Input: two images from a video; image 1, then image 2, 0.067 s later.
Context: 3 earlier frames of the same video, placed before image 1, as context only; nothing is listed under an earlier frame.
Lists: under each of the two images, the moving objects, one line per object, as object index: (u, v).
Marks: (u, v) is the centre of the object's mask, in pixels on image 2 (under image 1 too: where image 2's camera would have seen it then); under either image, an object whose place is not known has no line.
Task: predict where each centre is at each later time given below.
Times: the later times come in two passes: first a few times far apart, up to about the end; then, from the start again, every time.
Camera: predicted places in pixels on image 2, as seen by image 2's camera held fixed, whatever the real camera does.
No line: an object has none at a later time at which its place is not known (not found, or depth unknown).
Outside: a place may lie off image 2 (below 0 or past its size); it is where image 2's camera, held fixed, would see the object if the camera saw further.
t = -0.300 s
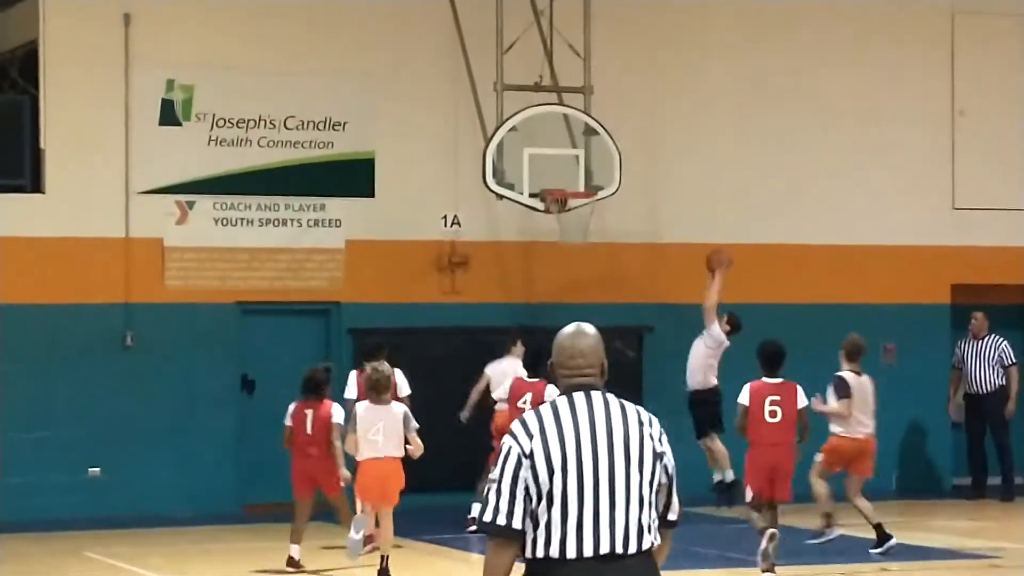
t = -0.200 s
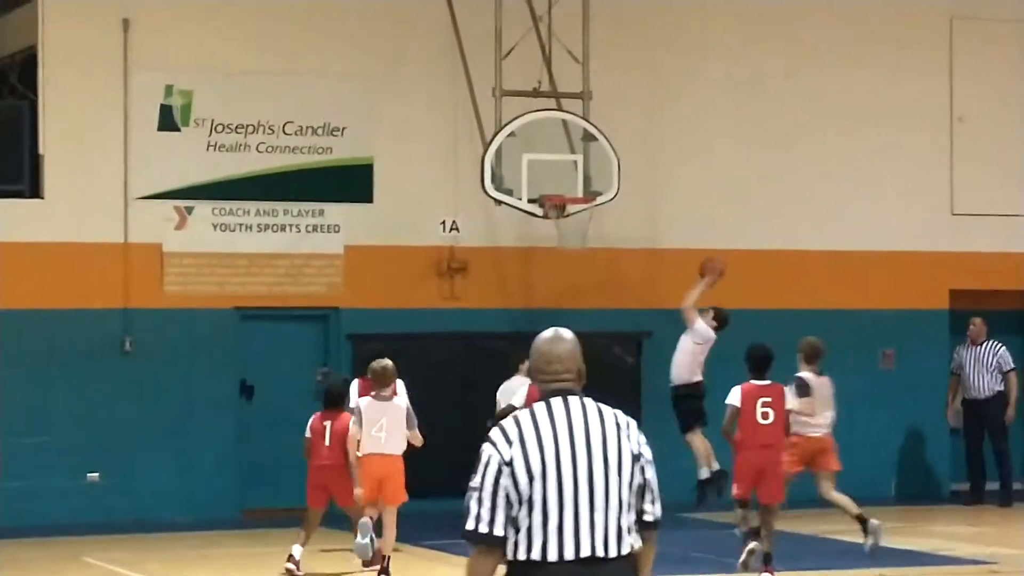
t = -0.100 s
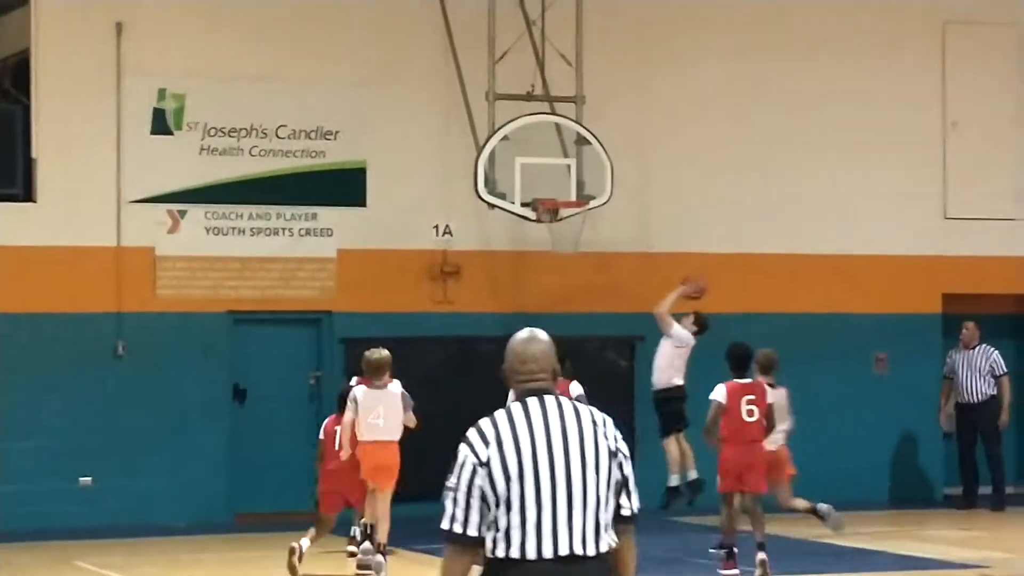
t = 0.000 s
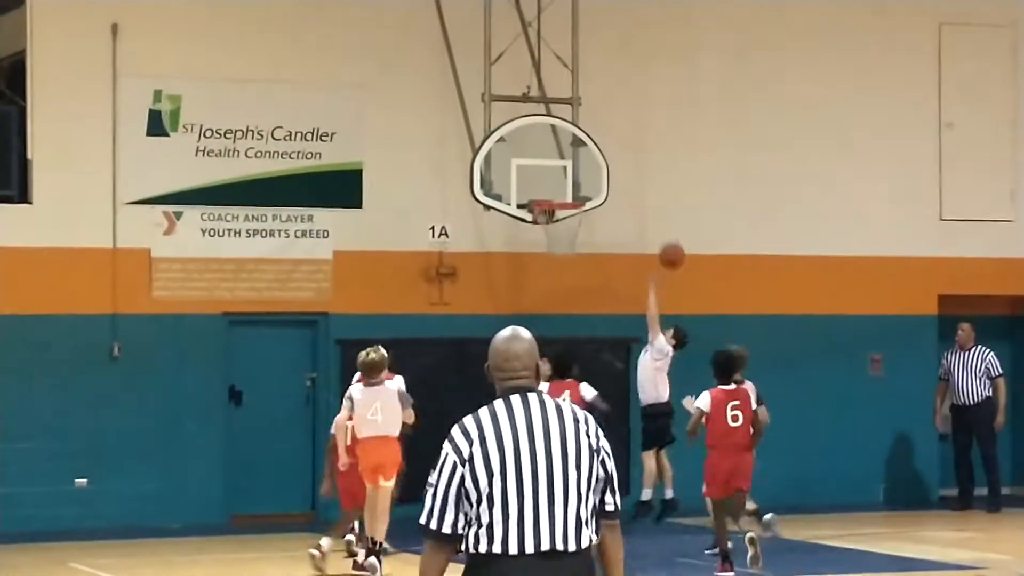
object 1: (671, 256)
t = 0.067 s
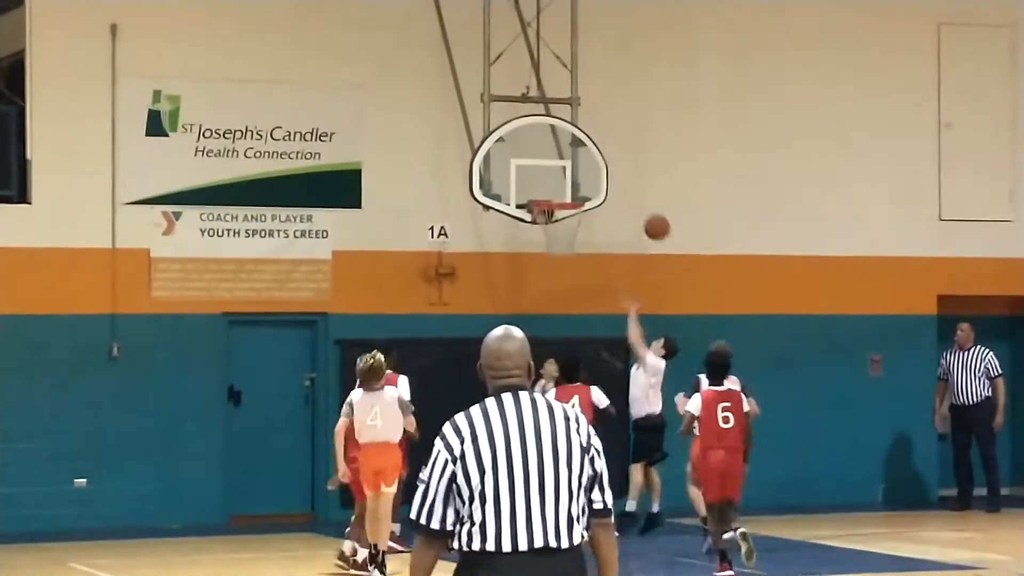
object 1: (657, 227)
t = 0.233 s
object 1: (623, 179)
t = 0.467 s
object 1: (579, 160)
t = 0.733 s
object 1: (562, 211)
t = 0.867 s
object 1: (555, 260)
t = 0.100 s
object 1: (650, 215)
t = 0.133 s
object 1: (643, 204)
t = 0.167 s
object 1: (636, 194)
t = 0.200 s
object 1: (629, 186)
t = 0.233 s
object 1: (623, 179)
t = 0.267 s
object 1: (616, 173)
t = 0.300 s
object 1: (609, 167)
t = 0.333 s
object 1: (602, 163)
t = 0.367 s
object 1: (595, 161)
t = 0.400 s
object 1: (588, 159)
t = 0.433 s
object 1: (581, 159)
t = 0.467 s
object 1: (579, 160)
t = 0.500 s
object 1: (577, 162)
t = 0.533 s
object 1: (574, 165)
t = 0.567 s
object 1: (572, 170)
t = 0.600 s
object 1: (570, 175)
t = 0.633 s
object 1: (568, 183)
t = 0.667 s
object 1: (566, 190)
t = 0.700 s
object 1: (564, 195)
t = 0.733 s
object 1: (562, 211)
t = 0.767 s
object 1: (560, 222)
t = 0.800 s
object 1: (558, 235)
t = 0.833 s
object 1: (556, 247)
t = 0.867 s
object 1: (555, 260)
